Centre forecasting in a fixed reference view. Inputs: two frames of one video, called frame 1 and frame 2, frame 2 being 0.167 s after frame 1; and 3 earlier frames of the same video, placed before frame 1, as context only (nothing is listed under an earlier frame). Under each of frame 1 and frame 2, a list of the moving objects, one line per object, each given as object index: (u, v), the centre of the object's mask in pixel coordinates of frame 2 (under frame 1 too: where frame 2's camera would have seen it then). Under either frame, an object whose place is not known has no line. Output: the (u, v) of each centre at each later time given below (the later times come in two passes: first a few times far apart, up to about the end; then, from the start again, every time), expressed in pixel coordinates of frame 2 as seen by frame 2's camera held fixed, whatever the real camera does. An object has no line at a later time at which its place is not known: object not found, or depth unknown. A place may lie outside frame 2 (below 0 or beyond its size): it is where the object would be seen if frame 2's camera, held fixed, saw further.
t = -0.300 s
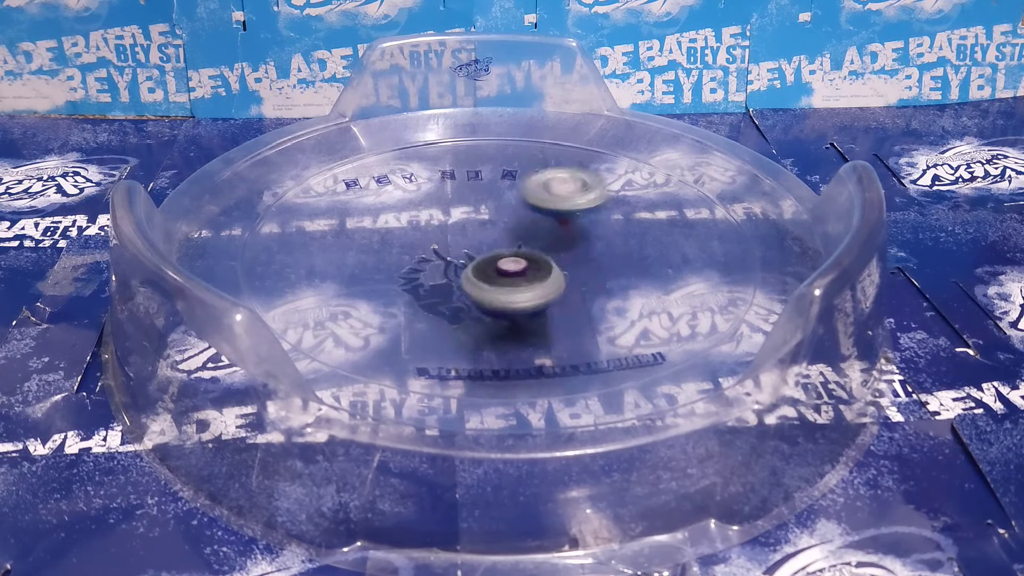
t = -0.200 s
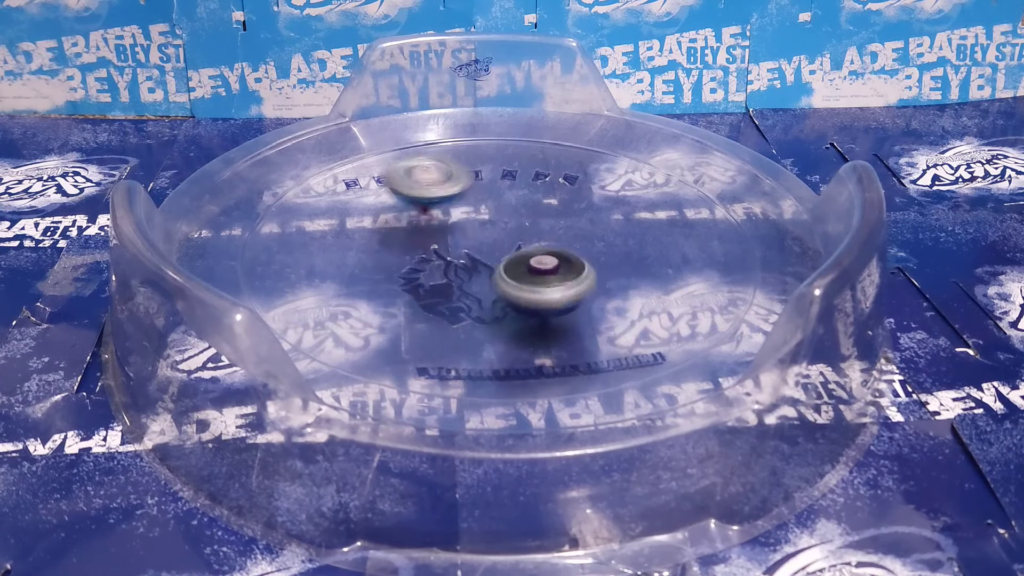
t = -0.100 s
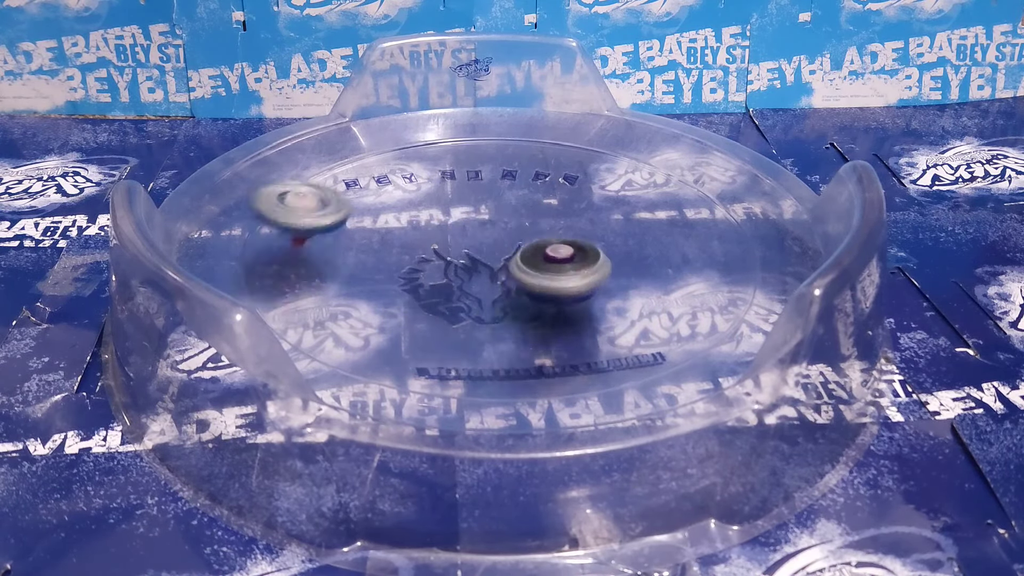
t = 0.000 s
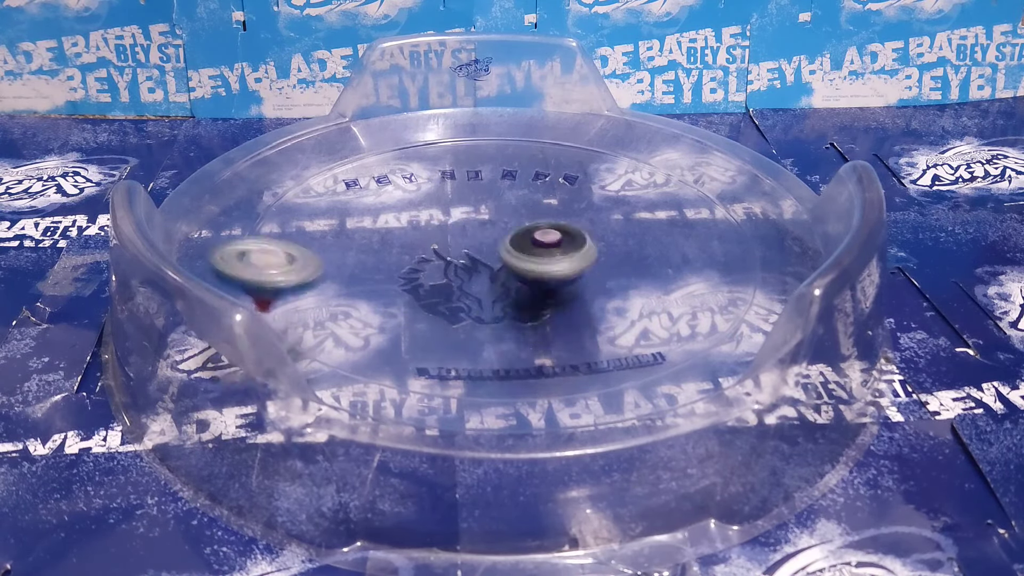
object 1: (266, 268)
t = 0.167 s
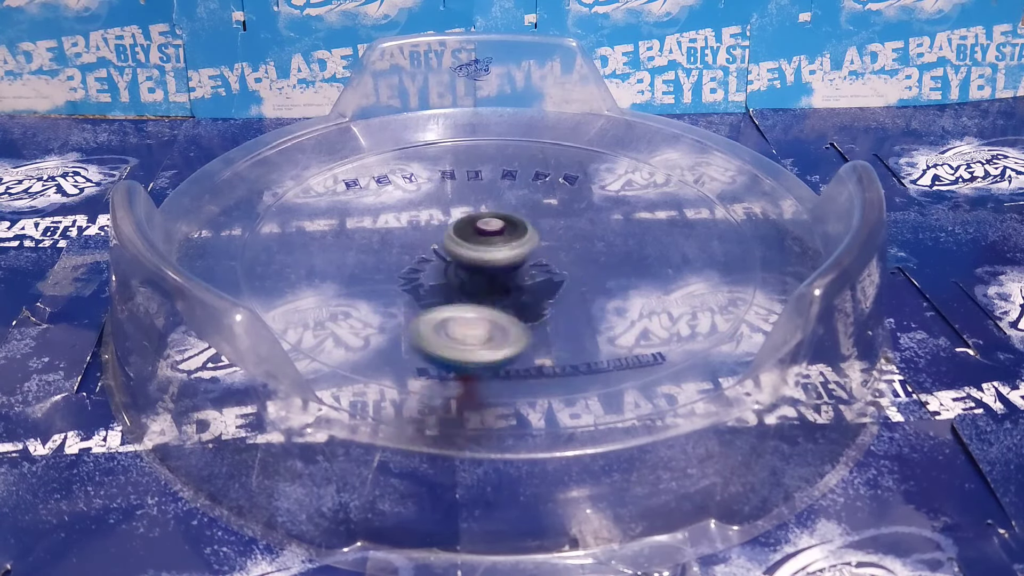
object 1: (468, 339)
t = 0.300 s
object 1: (610, 289)
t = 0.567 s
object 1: (433, 151)
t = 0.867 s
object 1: (335, 270)
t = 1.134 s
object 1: (628, 255)
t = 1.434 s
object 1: (508, 163)
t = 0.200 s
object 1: (512, 334)
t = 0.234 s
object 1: (555, 324)
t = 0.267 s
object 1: (588, 308)
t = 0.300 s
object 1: (610, 289)
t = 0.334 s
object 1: (619, 266)
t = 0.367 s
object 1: (615, 241)
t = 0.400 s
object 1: (605, 225)
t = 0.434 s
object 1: (583, 202)
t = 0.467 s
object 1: (553, 181)
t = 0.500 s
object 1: (516, 165)
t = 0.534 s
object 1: (476, 154)
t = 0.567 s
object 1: (433, 151)
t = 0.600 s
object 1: (396, 152)
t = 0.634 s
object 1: (360, 156)
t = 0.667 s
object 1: (332, 164)
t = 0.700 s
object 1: (310, 177)
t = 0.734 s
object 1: (295, 191)
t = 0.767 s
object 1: (289, 209)
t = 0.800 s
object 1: (292, 229)
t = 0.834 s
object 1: (307, 249)
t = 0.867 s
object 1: (335, 270)
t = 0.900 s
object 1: (373, 288)
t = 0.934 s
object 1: (417, 299)
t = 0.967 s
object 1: (462, 302)
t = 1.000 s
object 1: (508, 302)
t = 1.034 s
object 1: (549, 294)
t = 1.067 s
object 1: (586, 283)
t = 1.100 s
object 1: (607, 273)
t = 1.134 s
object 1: (628, 255)
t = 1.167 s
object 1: (640, 235)
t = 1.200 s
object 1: (644, 217)
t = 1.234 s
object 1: (638, 199)
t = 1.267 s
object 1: (627, 183)
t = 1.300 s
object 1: (607, 168)
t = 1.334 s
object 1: (585, 156)
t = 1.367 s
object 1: (560, 150)
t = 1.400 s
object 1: (535, 153)
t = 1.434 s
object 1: (508, 163)
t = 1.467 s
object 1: (478, 171)
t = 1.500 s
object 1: (449, 180)
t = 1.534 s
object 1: (425, 181)
